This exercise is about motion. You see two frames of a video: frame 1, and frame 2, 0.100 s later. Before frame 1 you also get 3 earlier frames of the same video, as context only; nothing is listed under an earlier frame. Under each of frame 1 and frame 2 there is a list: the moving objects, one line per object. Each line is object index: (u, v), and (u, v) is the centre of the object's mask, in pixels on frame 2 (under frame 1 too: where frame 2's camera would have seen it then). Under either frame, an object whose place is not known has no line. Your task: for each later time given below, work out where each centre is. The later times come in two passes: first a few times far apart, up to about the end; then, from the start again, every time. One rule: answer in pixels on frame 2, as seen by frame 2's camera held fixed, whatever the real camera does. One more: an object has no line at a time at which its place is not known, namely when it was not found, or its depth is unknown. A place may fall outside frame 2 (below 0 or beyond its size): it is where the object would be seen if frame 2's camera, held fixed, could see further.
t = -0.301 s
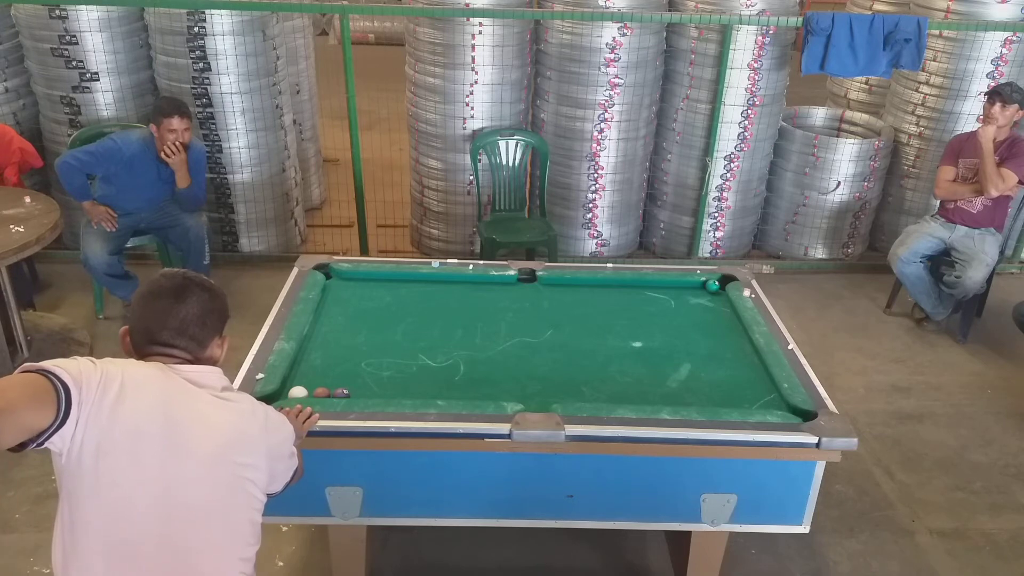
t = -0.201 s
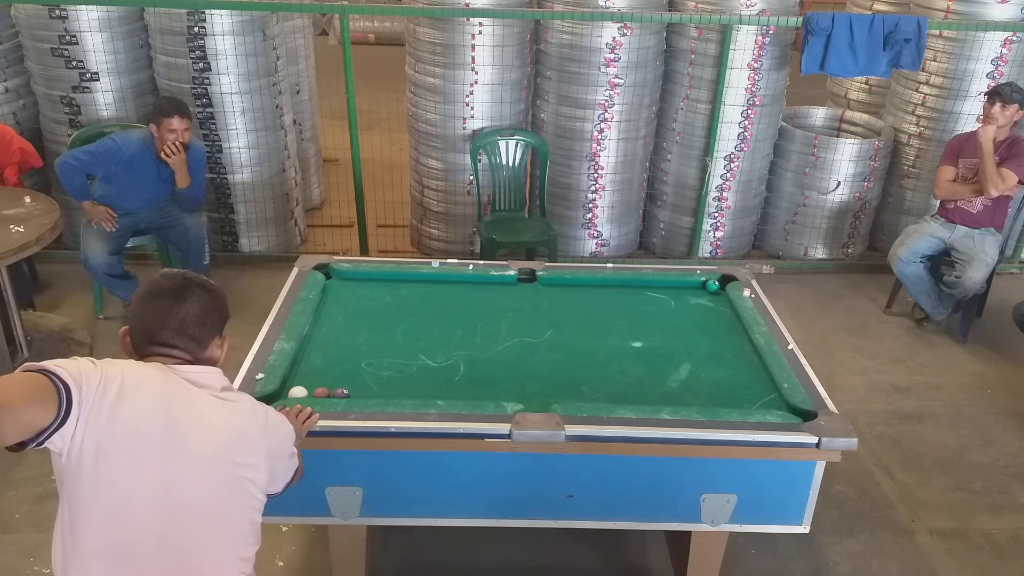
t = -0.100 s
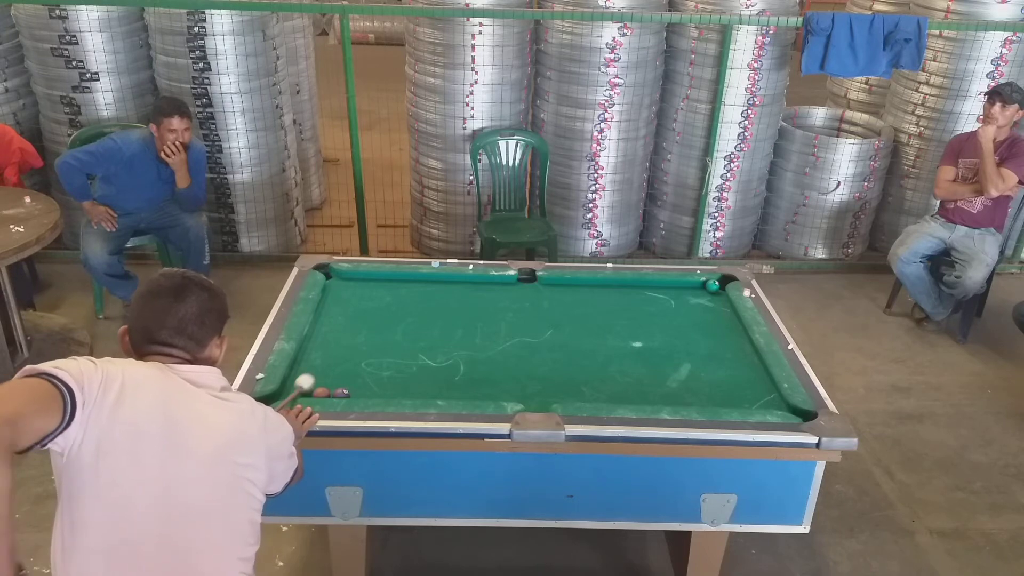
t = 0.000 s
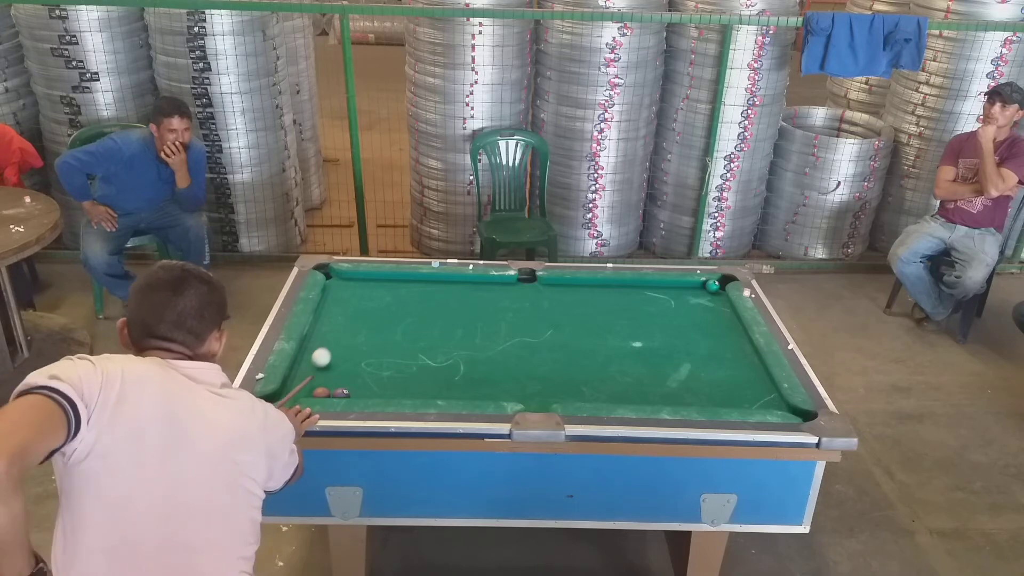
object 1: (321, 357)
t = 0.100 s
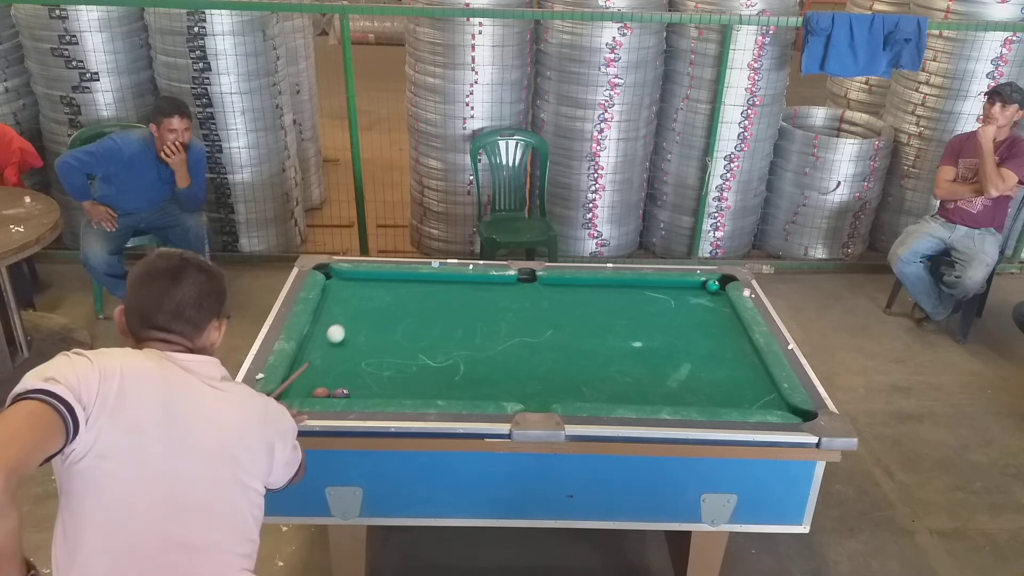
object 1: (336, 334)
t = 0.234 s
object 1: (353, 306)
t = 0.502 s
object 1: (369, 289)
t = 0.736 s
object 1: (364, 317)
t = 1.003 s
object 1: (359, 353)
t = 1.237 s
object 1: (355, 387)
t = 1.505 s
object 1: (383, 389)
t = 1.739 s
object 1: (406, 382)
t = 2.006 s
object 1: (429, 373)
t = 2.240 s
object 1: (447, 366)
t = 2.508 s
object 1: (466, 360)
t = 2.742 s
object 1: (480, 356)
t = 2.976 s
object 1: (493, 352)
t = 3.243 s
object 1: (507, 348)
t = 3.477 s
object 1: (516, 346)
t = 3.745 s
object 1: (524, 343)
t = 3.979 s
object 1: (529, 342)
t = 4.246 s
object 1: (534, 341)
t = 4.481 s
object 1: (535, 341)
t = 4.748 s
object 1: (536, 341)
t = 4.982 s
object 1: (536, 341)
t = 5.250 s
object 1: (536, 341)
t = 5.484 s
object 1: (536, 341)
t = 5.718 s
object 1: (536, 341)
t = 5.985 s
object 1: (536, 341)
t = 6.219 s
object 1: (536, 341)
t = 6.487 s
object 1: (536, 341)
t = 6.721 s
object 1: (536, 341)
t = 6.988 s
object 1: (536, 341)
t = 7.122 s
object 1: (536, 341)
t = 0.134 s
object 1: (340, 326)
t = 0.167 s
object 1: (345, 319)
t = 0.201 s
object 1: (349, 312)
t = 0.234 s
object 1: (353, 306)
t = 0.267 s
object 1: (357, 299)
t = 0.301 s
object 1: (360, 293)
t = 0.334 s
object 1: (364, 287)
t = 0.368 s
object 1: (368, 281)
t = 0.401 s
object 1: (370, 277)
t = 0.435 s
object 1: (370, 281)
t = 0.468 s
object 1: (369, 285)
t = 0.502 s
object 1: (369, 289)
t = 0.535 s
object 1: (368, 292)
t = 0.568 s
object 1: (367, 296)
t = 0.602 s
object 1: (367, 300)
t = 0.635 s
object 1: (366, 304)
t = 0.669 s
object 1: (365, 308)
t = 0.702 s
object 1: (365, 313)
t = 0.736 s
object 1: (364, 317)
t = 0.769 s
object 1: (363, 321)
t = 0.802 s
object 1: (363, 325)
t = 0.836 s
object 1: (362, 330)
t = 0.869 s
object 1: (361, 334)
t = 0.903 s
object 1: (361, 339)
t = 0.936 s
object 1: (360, 343)
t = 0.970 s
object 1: (359, 348)
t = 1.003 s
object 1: (359, 353)
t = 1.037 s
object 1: (358, 358)
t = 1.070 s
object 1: (357, 363)
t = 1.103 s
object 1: (357, 368)
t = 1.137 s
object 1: (356, 373)
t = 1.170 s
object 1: (355, 377)
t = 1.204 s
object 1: (354, 382)
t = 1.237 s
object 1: (355, 387)
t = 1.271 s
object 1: (358, 388)
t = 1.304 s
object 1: (361, 390)
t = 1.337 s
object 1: (365, 392)
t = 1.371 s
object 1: (369, 393)
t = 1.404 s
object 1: (372, 392)
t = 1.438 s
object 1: (376, 391)
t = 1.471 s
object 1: (380, 390)
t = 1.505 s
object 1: (383, 389)
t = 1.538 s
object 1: (387, 389)
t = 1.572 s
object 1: (390, 388)
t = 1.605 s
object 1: (393, 387)
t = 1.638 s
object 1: (396, 386)
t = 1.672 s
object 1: (399, 384)
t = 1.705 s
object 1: (403, 383)
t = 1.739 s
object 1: (406, 382)
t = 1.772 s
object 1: (409, 381)
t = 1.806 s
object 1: (412, 379)
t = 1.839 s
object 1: (415, 378)
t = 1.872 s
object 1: (418, 377)
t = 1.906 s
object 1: (421, 376)
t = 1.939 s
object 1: (423, 375)
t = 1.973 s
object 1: (426, 374)
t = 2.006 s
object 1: (429, 373)
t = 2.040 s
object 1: (432, 372)
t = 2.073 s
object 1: (434, 371)
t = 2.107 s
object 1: (437, 370)
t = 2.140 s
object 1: (440, 369)
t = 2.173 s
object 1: (442, 368)
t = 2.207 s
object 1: (445, 367)
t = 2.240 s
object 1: (447, 366)
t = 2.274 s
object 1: (450, 366)
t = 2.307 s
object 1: (452, 365)
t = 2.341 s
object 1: (454, 364)
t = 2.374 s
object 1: (457, 363)
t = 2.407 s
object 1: (459, 362)
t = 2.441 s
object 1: (461, 361)
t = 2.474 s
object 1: (464, 361)
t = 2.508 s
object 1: (466, 360)
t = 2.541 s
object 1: (468, 359)
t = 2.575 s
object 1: (470, 359)
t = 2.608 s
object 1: (472, 358)
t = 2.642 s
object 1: (474, 357)
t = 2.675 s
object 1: (476, 357)
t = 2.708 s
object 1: (478, 356)
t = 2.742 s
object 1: (480, 356)
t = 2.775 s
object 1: (482, 355)
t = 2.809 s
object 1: (484, 354)
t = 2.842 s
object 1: (486, 354)
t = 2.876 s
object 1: (488, 353)
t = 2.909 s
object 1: (490, 353)
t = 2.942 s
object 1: (491, 352)
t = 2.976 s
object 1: (493, 352)
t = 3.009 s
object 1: (495, 351)
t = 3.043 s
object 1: (496, 351)
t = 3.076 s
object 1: (498, 350)
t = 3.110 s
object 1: (499, 350)
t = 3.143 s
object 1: (502, 349)
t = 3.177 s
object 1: (504, 349)
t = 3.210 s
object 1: (505, 348)
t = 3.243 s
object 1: (507, 348)
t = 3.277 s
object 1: (508, 348)
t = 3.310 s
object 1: (509, 347)
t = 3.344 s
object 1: (511, 347)
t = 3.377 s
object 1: (512, 346)
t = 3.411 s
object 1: (513, 346)
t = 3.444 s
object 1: (514, 346)
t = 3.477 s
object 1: (516, 346)
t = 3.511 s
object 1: (517, 345)
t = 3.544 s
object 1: (518, 345)
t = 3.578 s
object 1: (519, 345)
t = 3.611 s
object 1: (520, 344)
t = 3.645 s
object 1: (521, 344)
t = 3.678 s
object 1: (522, 344)
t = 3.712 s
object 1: (523, 344)
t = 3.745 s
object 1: (524, 343)
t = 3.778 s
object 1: (524, 343)
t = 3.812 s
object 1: (525, 343)
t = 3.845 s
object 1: (526, 343)
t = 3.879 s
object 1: (527, 343)
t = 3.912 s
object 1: (528, 342)
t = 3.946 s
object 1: (528, 342)
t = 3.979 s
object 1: (529, 342)
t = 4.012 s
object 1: (530, 342)
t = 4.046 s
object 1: (530, 342)
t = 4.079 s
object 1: (531, 342)
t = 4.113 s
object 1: (532, 342)
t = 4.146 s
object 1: (532, 341)
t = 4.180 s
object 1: (533, 341)
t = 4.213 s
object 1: (533, 341)
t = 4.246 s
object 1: (534, 341)
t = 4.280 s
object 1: (534, 341)
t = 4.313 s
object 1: (534, 341)
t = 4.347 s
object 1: (535, 341)
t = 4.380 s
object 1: (535, 341)
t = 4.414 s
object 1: (535, 341)
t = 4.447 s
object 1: (535, 341)
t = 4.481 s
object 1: (535, 341)
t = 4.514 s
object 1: (536, 341)
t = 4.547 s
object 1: (536, 341)
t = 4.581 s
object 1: (536, 341)
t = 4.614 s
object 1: (536, 341)
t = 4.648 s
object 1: (536, 341)
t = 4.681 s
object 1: (536, 341)
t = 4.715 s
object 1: (536, 341)
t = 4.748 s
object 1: (536, 341)
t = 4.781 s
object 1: (536, 341)
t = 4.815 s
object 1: (536, 341)
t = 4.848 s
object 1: (536, 341)
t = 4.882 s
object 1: (536, 341)
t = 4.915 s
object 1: (536, 341)
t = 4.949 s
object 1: (536, 341)
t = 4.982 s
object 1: (536, 341)
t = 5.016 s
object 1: (536, 341)
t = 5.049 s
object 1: (536, 341)
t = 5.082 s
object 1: (536, 341)
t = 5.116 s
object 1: (536, 341)
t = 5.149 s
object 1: (536, 341)
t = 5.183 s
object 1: (536, 341)
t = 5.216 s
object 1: (536, 341)
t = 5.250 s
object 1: (536, 341)
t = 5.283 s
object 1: (536, 341)
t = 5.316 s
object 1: (536, 341)
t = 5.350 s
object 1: (536, 341)
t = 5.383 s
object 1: (536, 341)
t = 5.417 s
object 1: (536, 341)
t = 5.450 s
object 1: (536, 341)
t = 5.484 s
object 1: (536, 341)
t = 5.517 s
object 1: (536, 341)
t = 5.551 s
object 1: (536, 341)
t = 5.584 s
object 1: (536, 341)
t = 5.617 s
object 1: (536, 341)
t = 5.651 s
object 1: (536, 341)
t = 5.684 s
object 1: (536, 341)
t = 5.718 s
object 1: (536, 341)
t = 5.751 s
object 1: (536, 341)
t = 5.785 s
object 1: (536, 341)
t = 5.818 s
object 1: (536, 341)
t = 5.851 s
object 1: (536, 341)
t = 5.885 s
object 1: (536, 341)
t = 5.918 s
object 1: (536, 341)
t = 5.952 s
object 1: (536, 341)
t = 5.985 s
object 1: (536, 341)
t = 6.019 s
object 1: (536, 341)
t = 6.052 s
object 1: (536, 341)
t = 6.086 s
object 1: (536, 341)
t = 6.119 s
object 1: (536, 341)
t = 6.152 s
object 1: (536, 341)
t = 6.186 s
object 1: (536, 341)
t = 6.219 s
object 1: (536, 341)
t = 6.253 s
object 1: (536, 341)
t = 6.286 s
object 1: (536, 341)
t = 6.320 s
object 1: (536, 341)
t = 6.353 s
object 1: (536, 341)
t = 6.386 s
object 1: (536, 341)
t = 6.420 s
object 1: (536, 341)
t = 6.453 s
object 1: (536, 341)
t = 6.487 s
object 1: (536, 341)
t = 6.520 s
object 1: (536, 341)
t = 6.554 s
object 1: (536, 341)
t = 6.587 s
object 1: (536, 341)
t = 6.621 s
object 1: (536, 341)
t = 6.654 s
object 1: (536, 341)
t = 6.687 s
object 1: (536, 341)
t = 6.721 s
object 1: (536, 341)
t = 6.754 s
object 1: (536, 341)
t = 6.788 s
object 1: (536, 341)
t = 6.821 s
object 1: (536, 341)
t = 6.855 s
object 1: (536, 341)
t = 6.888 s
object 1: (536, 341)
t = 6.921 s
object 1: (536, 341)
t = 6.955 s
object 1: (536, 341)
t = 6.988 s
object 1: (536, 341)
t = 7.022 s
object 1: (536, 341)
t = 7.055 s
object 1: (536, 341)
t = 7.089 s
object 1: (536, 341)
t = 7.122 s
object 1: (536, 341)
